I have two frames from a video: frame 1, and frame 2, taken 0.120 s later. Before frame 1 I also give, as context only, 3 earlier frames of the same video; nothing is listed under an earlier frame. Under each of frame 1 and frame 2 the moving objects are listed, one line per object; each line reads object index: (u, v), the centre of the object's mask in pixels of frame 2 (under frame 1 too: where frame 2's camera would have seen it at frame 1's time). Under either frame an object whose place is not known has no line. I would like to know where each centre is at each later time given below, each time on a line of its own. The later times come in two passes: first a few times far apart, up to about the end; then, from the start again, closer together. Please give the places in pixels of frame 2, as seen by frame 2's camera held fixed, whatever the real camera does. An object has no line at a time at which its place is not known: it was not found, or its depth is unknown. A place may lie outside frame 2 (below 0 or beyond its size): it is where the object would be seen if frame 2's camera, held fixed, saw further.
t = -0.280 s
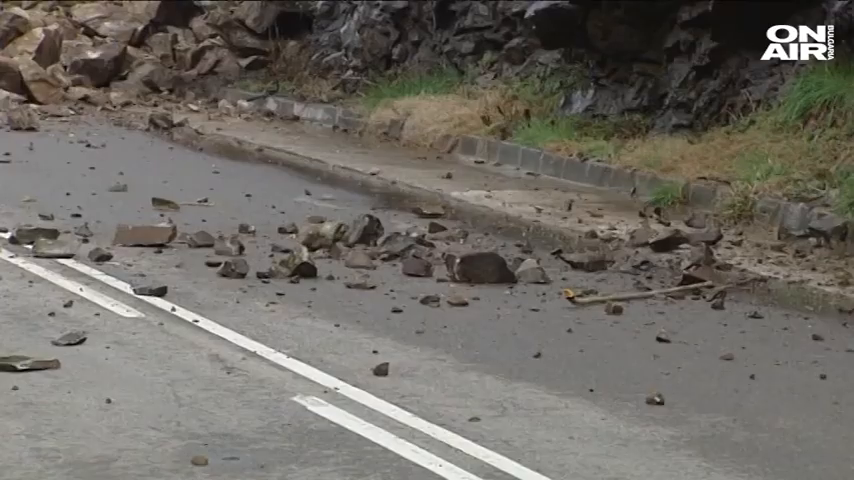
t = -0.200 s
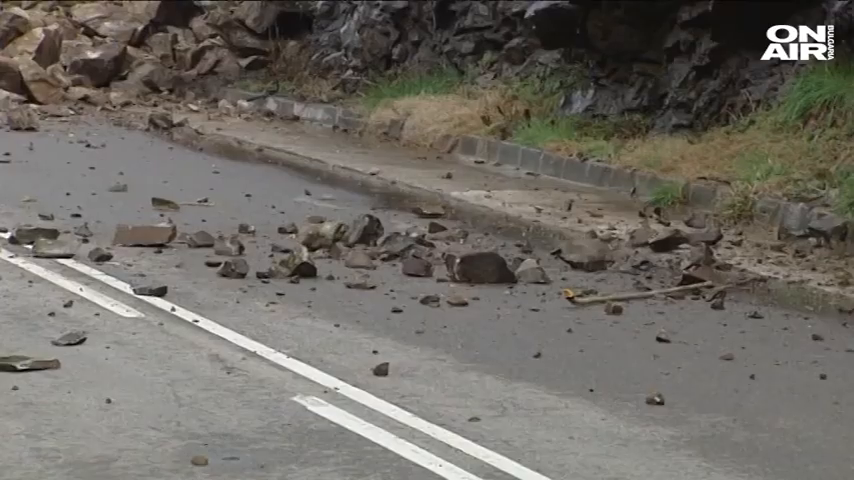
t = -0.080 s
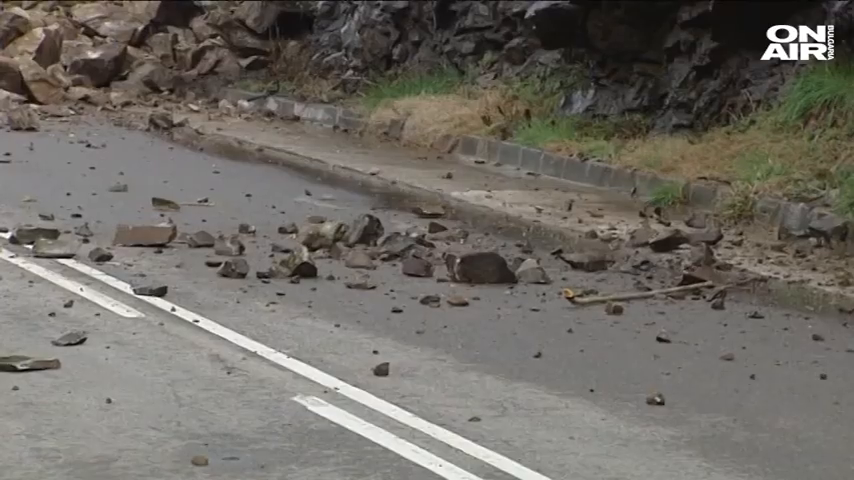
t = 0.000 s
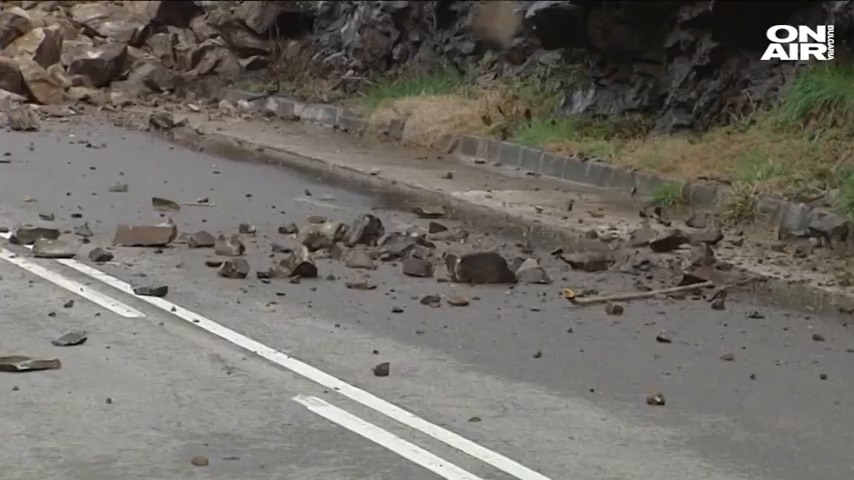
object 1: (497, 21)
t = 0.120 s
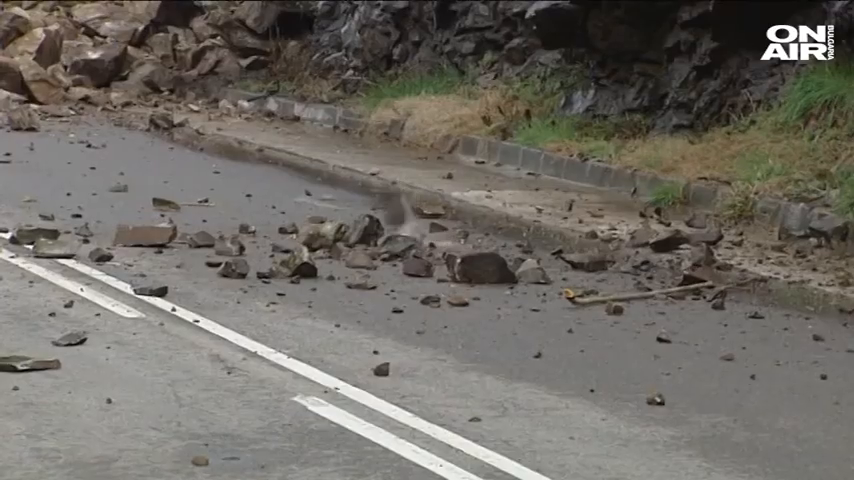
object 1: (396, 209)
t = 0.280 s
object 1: (338, 171)
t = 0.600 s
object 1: (237, 182)
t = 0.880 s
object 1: (179, 180)
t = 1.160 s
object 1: (159, 192)
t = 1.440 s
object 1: (151, 193)
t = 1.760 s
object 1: (151, 193)
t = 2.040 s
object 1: (151, 193)
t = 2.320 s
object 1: (151, 193)
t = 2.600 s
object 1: (151, 193)
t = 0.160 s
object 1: (387, 197)
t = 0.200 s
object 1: (368, 188)
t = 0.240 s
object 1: (356, 177)
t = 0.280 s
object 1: (338, 171)
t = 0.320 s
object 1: (327, 170)
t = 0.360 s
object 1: (312, 165)
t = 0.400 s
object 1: (296, 164)
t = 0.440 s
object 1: (283, 167)
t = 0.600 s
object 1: (237, 182)
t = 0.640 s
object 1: (225, 178)
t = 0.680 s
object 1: (213, 177)
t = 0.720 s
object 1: (201, 177)
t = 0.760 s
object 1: (192, 183)
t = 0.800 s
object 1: (187, 184)
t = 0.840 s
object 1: (182, 179)
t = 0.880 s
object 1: (179, 180)
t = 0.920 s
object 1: (178, 185)
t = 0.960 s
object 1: (175, 190)
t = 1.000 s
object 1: (165, 197)
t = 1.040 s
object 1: (163, 194)
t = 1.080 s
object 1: (162, 192)
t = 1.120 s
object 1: (161, 192)
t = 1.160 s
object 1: (159, 192)
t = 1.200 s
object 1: (157, 192)
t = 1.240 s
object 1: (154, 192)
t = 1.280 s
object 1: (152, 193)
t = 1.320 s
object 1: (151, 193)
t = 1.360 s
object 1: (151, 193)
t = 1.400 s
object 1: (151, 193)
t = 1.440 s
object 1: (151, 193)
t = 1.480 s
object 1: (151, 193)
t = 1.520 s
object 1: (151, 193)
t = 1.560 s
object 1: (151, 193)
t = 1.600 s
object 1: (151, 193)
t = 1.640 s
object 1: (151, 193)
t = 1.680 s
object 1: (151, 193)
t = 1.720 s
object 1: (151, 193)
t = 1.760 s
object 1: (151, 193)
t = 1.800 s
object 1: (151, 193)
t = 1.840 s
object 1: (151, 193)
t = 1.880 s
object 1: (151, 193)
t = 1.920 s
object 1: (151, 193)
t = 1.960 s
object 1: (151, 193)
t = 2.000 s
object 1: (151, 193)
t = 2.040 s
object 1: (151, 193)
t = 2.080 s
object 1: (151, 193)
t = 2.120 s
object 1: (151, 193)
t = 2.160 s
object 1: (151, 193)
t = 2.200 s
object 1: (151, 193)
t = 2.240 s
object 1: (151, 193)
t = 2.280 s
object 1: (151, 193)
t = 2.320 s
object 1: (151, 193)
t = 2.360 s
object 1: (151, 193)
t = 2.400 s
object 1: (151, 193)
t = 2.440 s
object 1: (151, 193)
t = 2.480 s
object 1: (151, 193)
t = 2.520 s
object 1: (151, 193)
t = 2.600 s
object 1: (151, 193)
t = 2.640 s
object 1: (151, 193)
